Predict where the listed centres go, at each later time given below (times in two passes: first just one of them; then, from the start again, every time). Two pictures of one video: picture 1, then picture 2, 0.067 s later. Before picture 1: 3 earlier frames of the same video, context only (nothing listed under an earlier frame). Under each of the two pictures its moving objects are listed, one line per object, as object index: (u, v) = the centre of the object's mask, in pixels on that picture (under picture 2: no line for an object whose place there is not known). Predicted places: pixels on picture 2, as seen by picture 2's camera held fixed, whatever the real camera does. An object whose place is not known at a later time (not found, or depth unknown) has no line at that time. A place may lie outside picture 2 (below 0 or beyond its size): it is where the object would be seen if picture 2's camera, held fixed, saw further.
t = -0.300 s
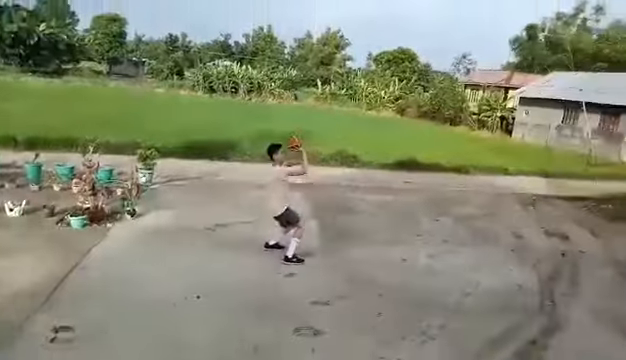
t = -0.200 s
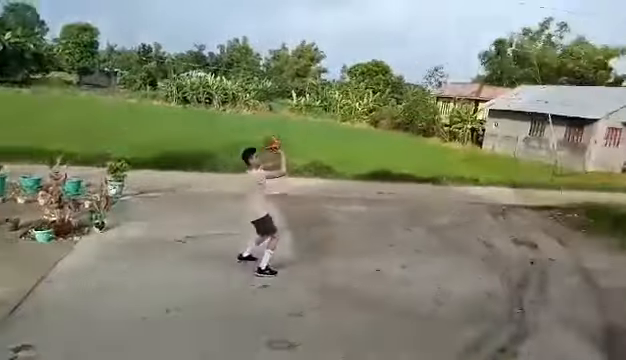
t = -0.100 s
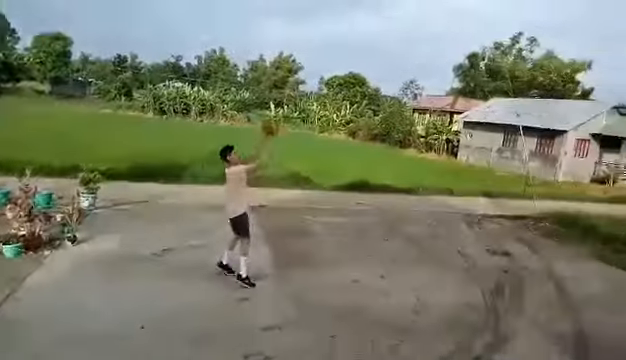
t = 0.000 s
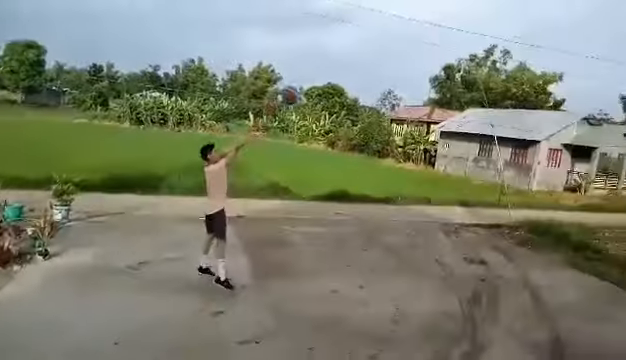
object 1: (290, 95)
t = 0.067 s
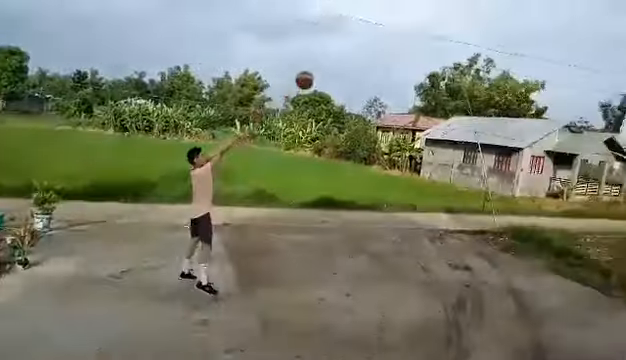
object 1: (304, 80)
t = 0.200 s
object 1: (358, 44)
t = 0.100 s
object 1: (318, 69)
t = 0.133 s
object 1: (331, 60)
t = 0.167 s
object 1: (345, 51)
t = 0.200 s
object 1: (358, 44)
